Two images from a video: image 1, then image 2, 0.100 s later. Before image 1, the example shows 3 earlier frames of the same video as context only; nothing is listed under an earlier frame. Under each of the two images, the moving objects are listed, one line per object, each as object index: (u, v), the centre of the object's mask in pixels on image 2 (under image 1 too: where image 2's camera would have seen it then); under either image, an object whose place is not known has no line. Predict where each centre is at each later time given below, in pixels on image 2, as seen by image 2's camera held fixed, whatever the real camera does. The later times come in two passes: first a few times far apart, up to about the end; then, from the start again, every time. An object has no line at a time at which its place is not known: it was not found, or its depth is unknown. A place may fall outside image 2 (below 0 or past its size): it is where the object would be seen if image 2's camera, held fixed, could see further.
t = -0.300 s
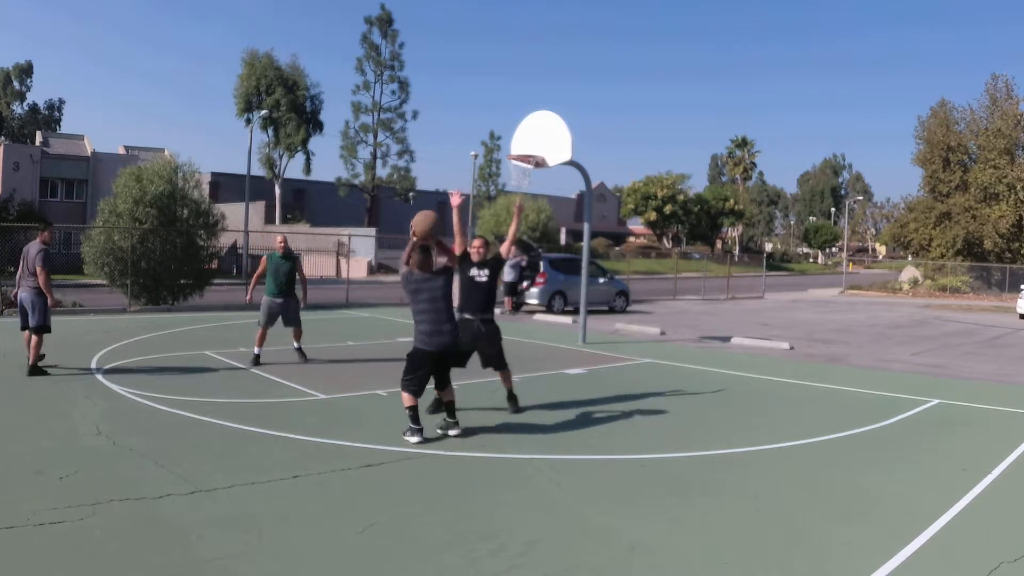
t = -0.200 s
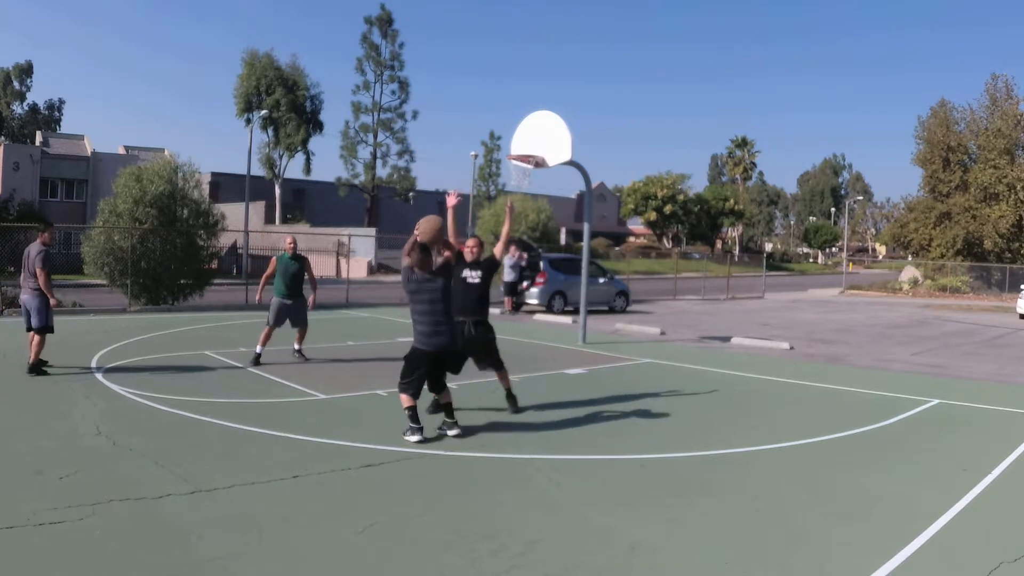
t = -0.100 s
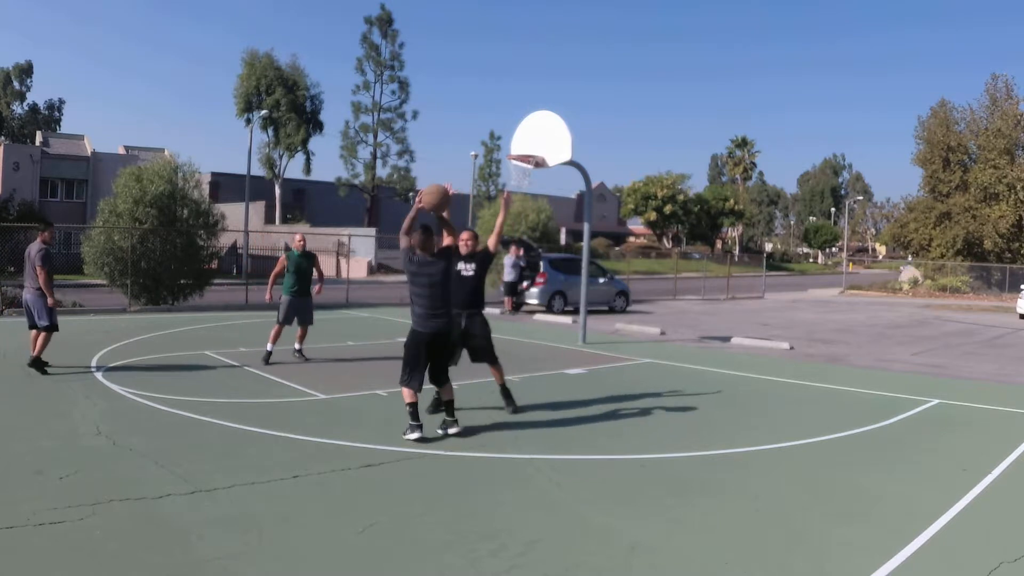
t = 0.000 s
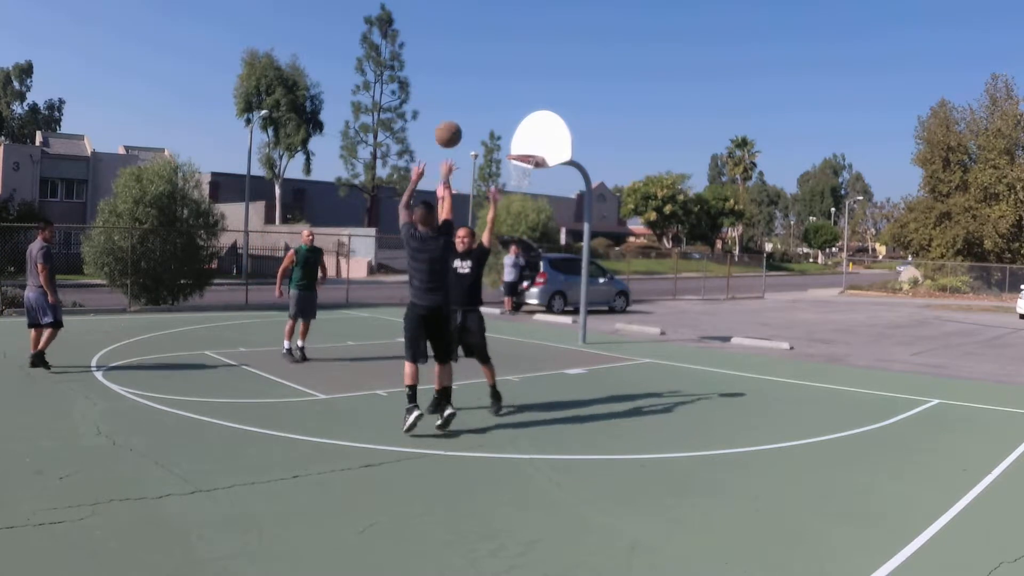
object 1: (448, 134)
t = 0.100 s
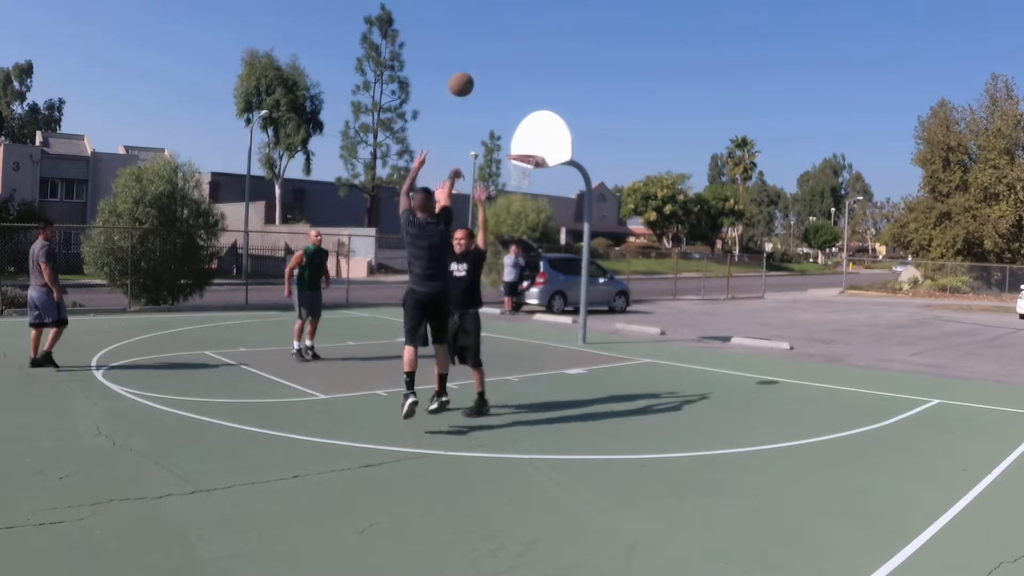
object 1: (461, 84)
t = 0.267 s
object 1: (478, 35)
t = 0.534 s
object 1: (498, 21)
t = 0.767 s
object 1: (510, 51)
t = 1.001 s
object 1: (518, 111)
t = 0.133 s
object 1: (465, 72)
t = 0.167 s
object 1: (468, 60)
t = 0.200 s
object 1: (472, 51)
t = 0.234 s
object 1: (475, 43)
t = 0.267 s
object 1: (478, 35)
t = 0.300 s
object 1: (481, 30)
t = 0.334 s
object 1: (484, 26)
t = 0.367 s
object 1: (487, 22)
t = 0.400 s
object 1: (489, 20)
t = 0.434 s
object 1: (492, 19)
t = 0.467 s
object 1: (494, 19)
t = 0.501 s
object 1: (496, 19)
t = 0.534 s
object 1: (498, 21)
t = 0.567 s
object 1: (500, 23)
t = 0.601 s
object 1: (502, 26)
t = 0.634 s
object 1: (504, 30)
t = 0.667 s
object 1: (505, 34)
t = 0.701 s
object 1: (507, 39)
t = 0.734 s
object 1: (508, 45)
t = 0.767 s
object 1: (510, 51)
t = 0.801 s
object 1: (512, 58)
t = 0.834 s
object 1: (513, 66)
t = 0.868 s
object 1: (514, 74)
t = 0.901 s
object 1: (515, 82)
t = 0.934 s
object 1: (517, 91)
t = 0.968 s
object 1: (517, 101)
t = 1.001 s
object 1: (518, 111)
